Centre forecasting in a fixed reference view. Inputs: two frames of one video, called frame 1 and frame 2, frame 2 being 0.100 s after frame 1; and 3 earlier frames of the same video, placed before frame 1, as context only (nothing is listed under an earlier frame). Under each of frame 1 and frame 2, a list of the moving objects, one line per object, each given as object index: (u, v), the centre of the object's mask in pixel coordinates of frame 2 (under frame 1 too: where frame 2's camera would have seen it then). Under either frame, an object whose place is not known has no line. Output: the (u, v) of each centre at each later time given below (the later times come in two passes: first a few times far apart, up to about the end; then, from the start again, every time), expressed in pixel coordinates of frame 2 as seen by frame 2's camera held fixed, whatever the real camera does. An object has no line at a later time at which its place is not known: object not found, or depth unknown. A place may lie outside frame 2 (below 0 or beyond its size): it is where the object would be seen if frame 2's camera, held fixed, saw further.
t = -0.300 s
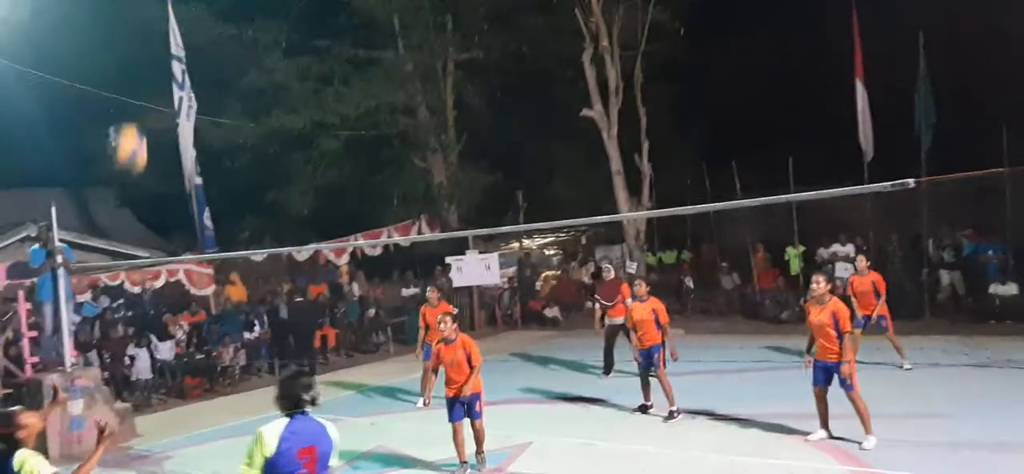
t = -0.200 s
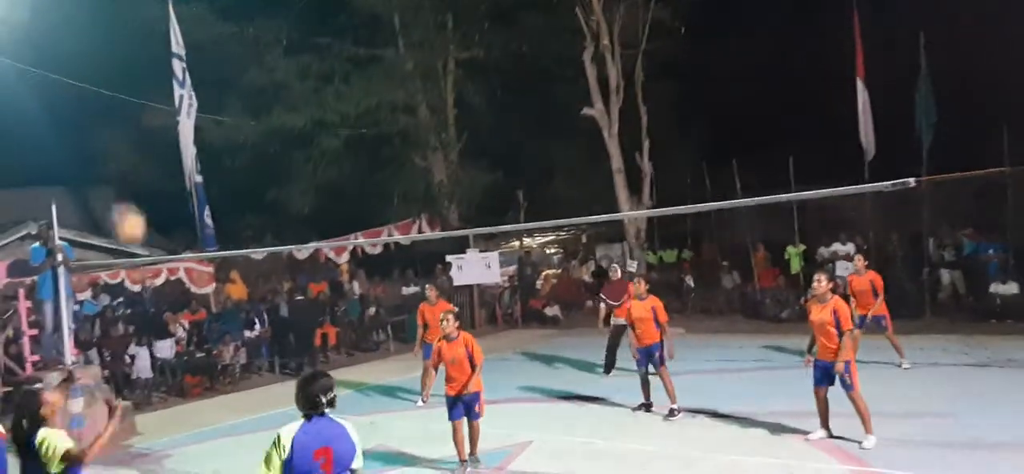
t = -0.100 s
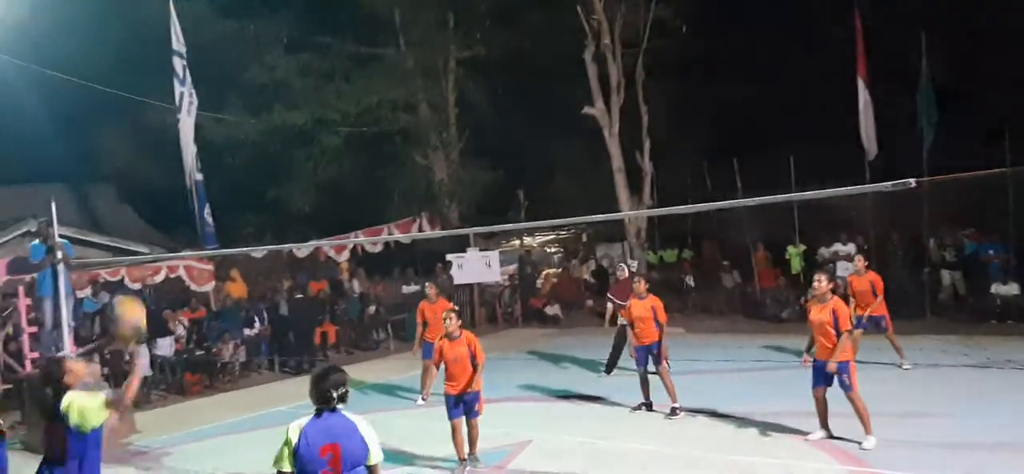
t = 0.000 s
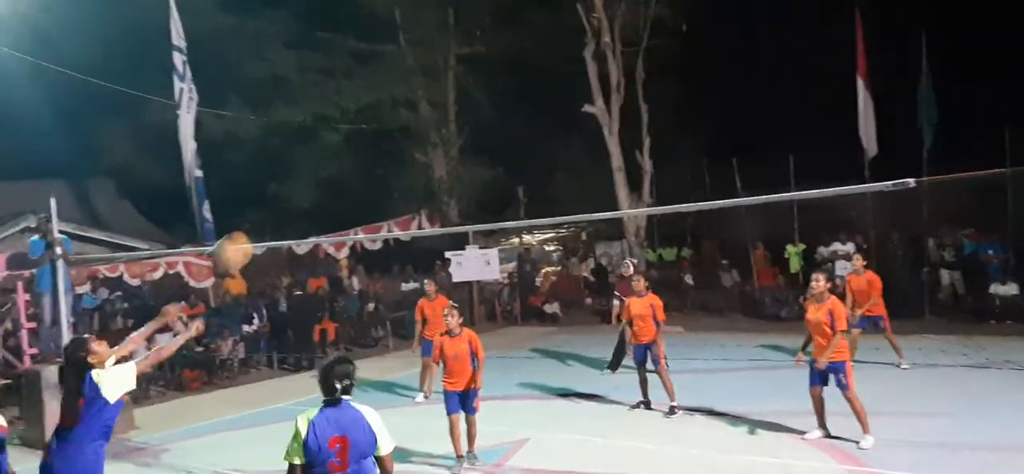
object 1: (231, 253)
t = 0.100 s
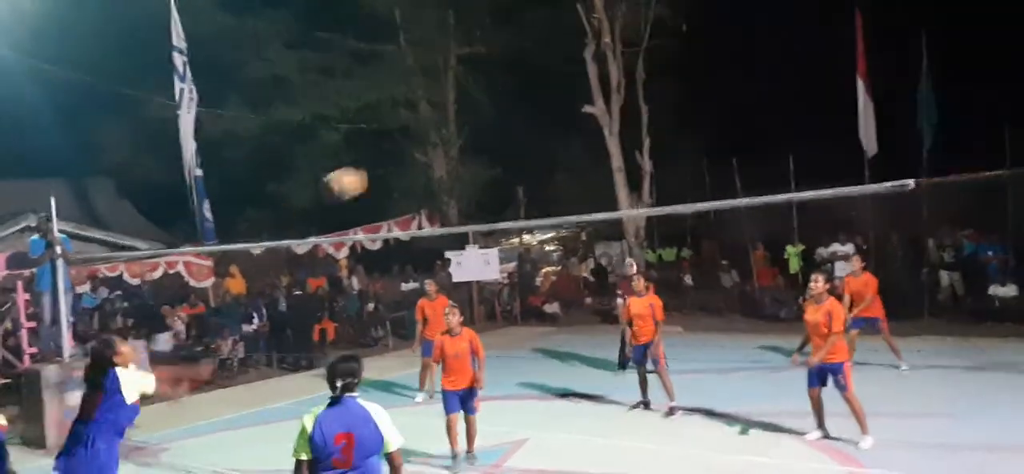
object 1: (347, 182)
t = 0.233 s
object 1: (464, 129)
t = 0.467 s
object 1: (630, 104)
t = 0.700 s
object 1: (743, 134)
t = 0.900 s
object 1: (819, 189)
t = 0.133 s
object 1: (378, 165)
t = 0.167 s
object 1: (410, 150)
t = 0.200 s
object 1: (436, 140)
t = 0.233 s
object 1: (464, 129)
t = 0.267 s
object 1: (491, 122)
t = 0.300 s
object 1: (516, 115)
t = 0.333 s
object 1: (541, 111)
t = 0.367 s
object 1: (564, 107)
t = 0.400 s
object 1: (586, 104)
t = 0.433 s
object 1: (609, 103)
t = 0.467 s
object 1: (630, 104)
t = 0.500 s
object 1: (647, 105)
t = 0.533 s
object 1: (664, 108)
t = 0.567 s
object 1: (681, 111)
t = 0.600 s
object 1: (697, 116)
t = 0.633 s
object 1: (713, 121)
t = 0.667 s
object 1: (728, 127)
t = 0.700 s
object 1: (743, 134)
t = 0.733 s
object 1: (757, 142)
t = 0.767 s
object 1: (771, 150)
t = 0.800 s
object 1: (783, 159)
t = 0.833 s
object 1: (796, 169)
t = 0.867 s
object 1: (808, 180)
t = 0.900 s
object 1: (819, 189)
